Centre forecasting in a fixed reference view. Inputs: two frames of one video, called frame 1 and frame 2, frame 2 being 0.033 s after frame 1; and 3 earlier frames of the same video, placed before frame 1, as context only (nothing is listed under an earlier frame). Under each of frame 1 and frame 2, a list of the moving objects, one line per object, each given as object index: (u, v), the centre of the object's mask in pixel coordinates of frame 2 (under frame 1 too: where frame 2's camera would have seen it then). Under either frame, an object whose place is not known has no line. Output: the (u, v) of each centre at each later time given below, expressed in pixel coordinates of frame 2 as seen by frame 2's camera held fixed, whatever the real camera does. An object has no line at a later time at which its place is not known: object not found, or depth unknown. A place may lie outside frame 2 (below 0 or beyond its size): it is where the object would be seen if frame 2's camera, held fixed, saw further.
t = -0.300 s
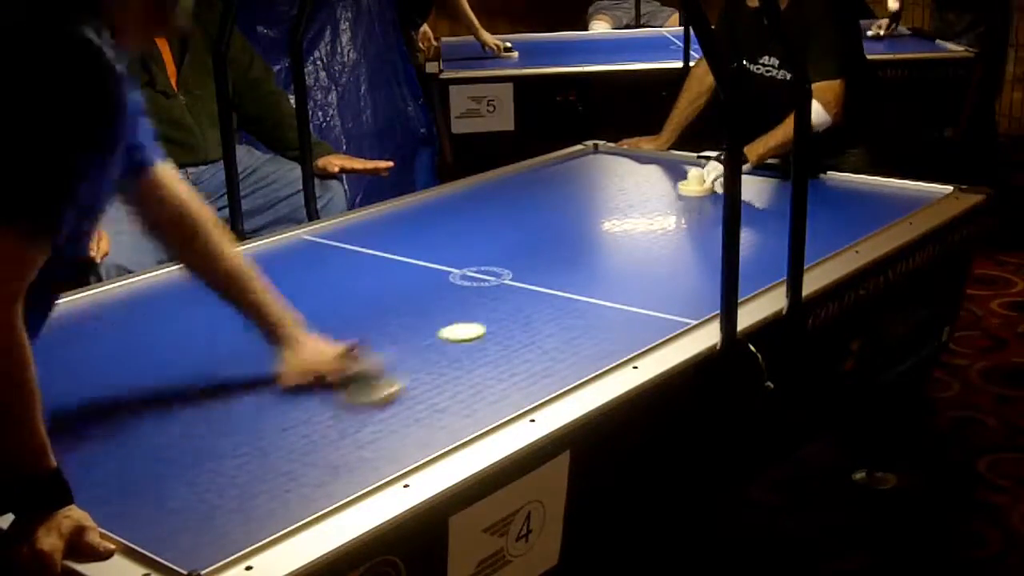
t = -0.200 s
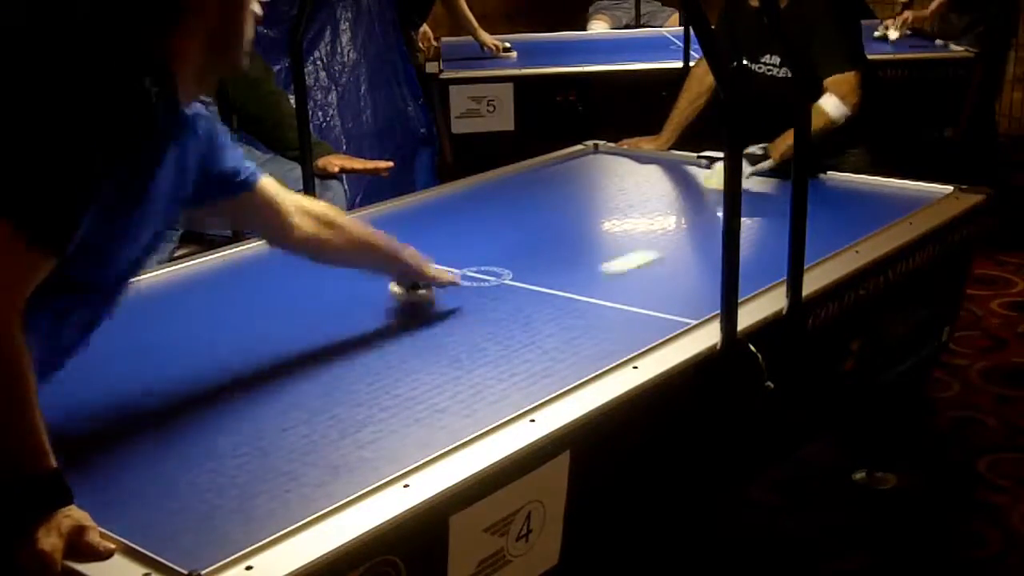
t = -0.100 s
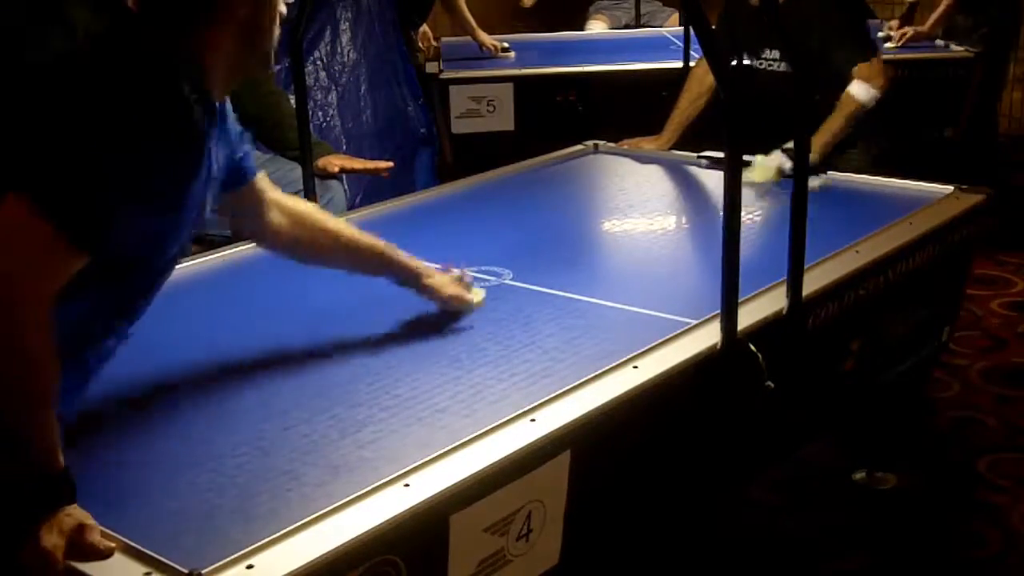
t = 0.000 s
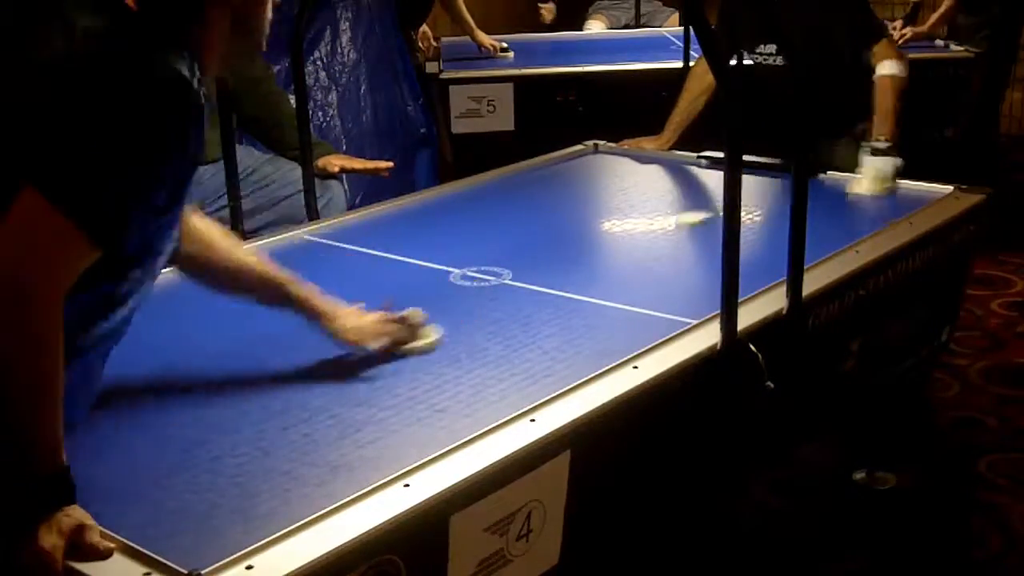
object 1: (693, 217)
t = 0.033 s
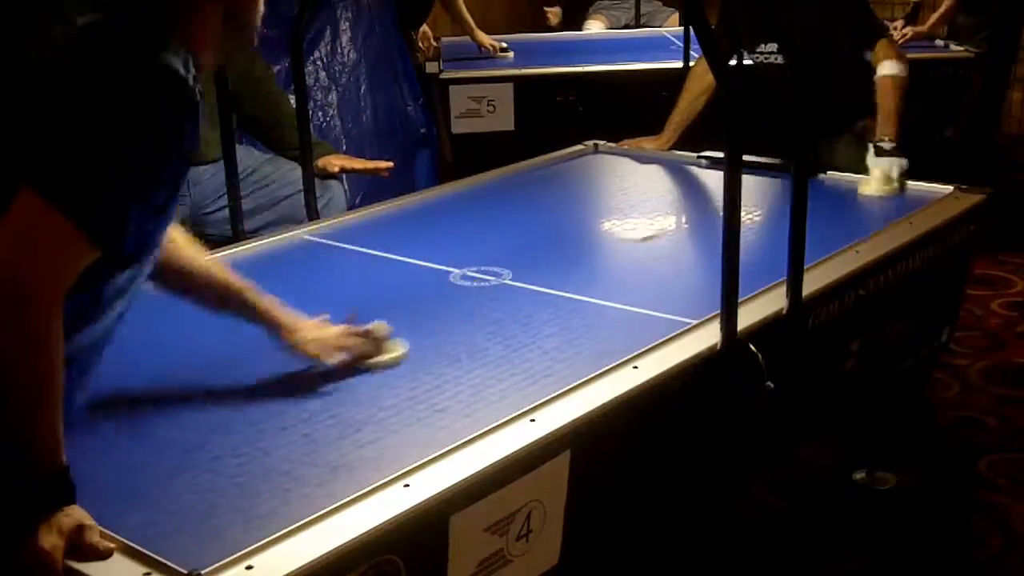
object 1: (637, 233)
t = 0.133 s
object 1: (469, 282)
